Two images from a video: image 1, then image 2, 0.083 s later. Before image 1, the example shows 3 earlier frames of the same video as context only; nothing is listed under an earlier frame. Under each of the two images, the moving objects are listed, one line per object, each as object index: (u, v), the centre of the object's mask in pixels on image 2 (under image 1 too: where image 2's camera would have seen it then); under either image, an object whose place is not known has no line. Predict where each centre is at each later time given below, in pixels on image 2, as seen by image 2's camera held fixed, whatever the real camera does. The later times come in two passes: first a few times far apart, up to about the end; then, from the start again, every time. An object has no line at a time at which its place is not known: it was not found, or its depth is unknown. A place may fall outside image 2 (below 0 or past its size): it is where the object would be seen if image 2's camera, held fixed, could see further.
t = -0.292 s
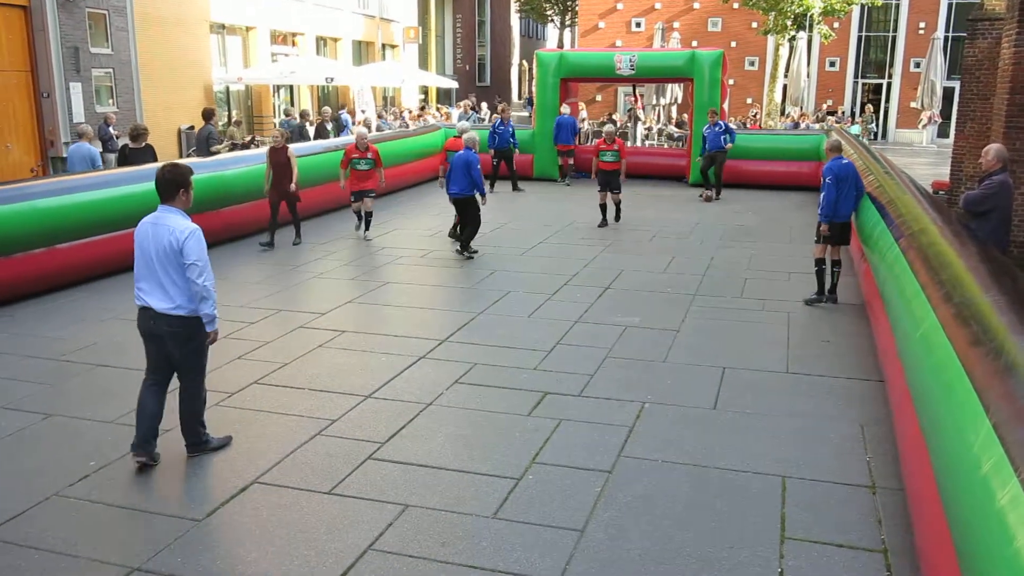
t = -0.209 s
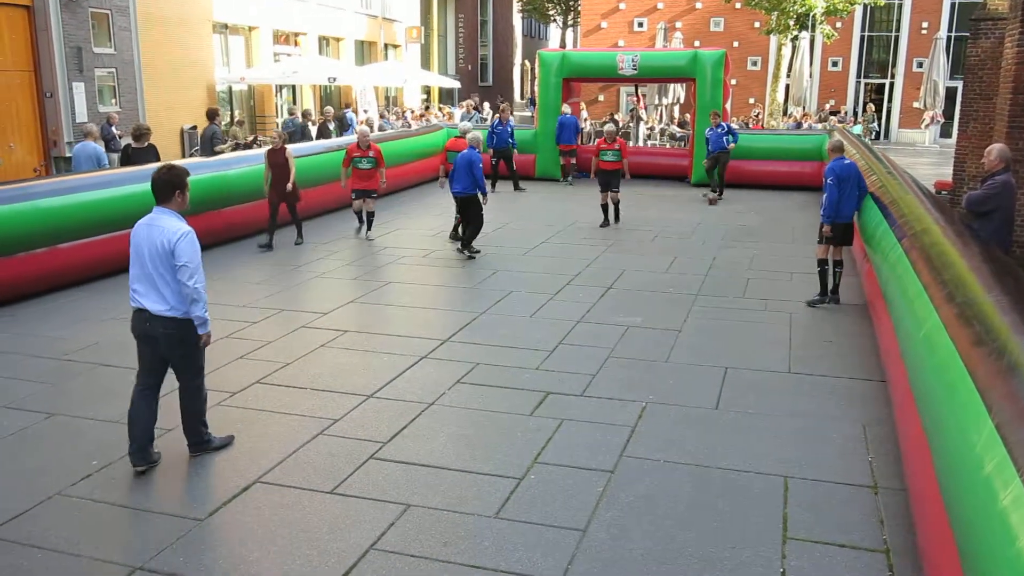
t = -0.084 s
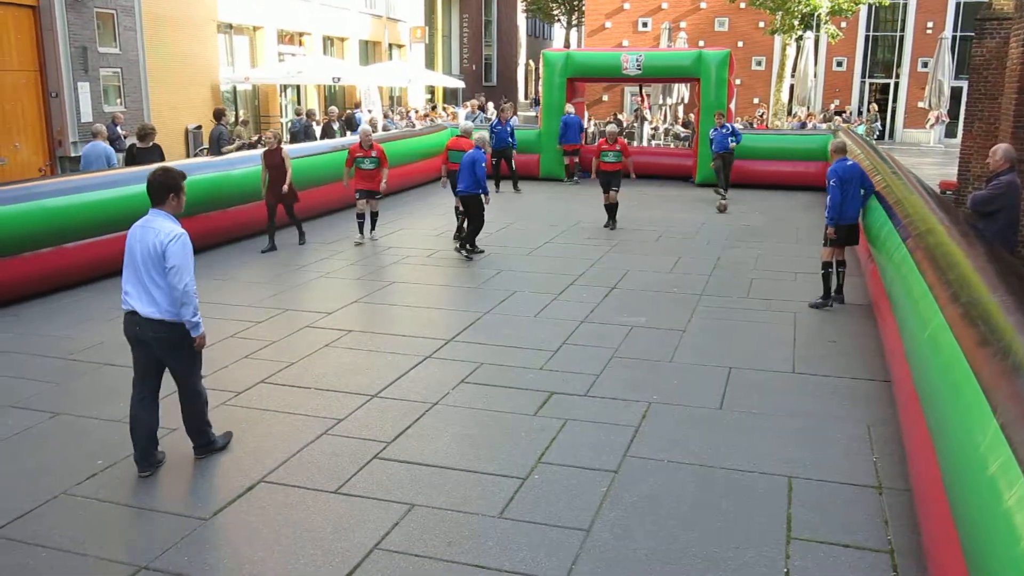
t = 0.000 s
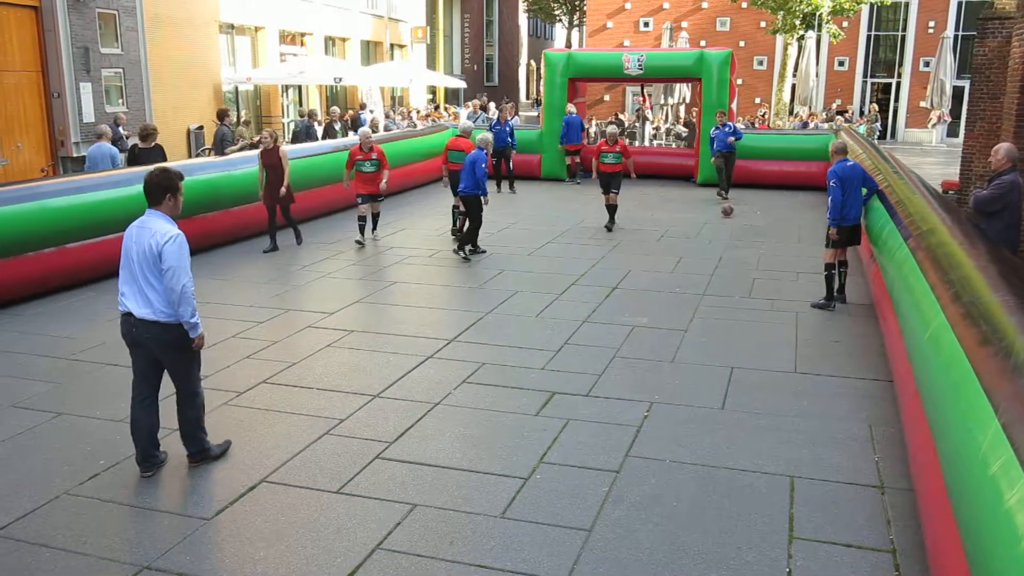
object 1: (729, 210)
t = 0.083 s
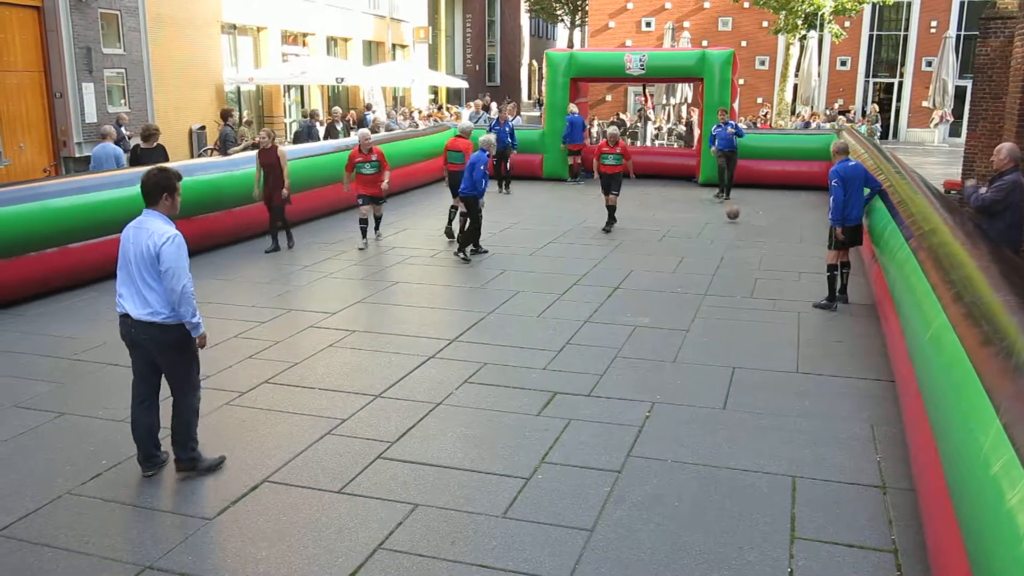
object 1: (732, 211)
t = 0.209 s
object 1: (738, 222)
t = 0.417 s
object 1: (747, 232)
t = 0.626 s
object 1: (757, 248)
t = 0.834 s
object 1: (768, 265)
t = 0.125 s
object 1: (734, 218)
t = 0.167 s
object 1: (736, 222)
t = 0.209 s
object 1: (738, 222)
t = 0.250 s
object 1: (740, 224)
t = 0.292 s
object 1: (741, 227)
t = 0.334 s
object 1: (743, 230)
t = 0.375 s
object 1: (745, 230)
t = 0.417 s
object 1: (747, 232)
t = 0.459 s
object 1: (749, 236)
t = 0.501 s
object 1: (750, 241)
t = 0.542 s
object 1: (753, 242)
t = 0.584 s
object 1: (754, 244)
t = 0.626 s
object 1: (757, 248)
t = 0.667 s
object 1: (759, 252)
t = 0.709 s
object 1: (761, 254)
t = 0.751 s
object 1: (764, 258)
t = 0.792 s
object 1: (766, 262)
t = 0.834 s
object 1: (768, 265)
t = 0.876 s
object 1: (770, 269)
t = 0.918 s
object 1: (772, 271)
